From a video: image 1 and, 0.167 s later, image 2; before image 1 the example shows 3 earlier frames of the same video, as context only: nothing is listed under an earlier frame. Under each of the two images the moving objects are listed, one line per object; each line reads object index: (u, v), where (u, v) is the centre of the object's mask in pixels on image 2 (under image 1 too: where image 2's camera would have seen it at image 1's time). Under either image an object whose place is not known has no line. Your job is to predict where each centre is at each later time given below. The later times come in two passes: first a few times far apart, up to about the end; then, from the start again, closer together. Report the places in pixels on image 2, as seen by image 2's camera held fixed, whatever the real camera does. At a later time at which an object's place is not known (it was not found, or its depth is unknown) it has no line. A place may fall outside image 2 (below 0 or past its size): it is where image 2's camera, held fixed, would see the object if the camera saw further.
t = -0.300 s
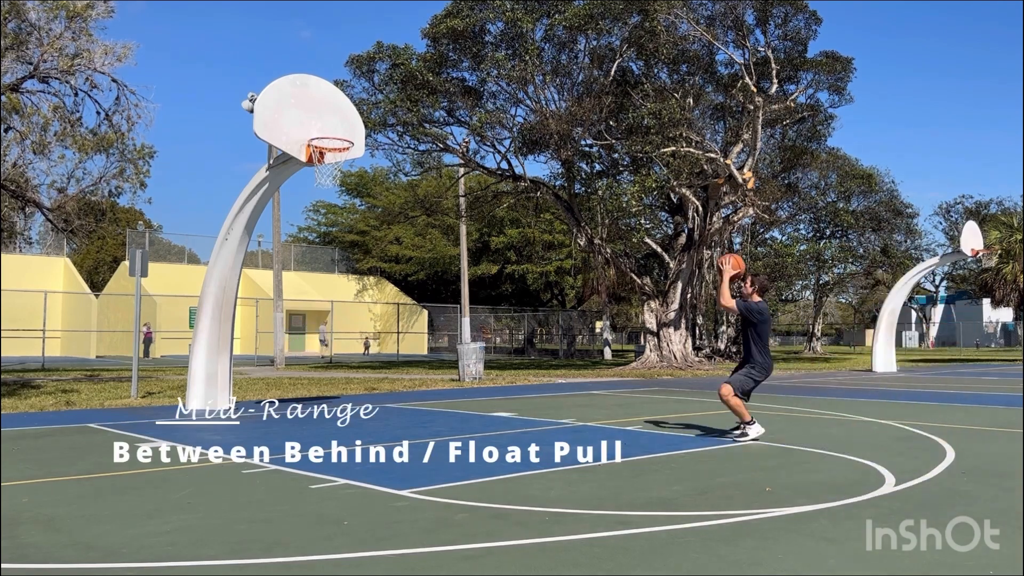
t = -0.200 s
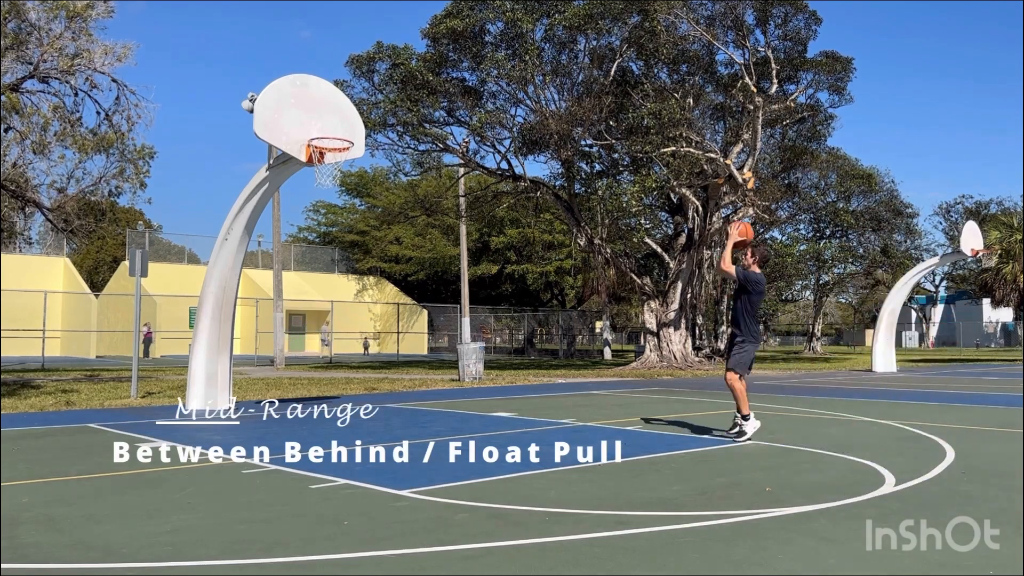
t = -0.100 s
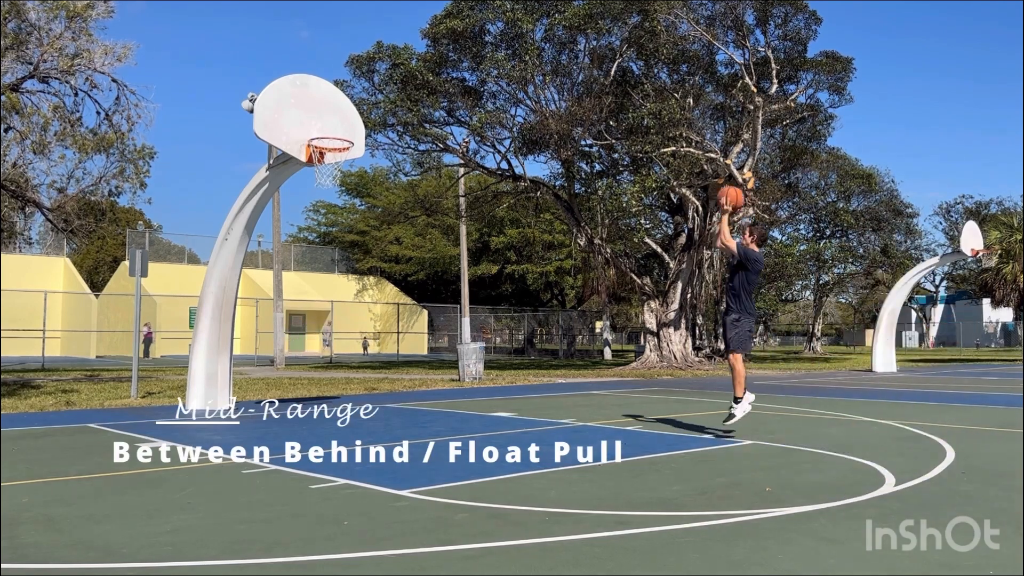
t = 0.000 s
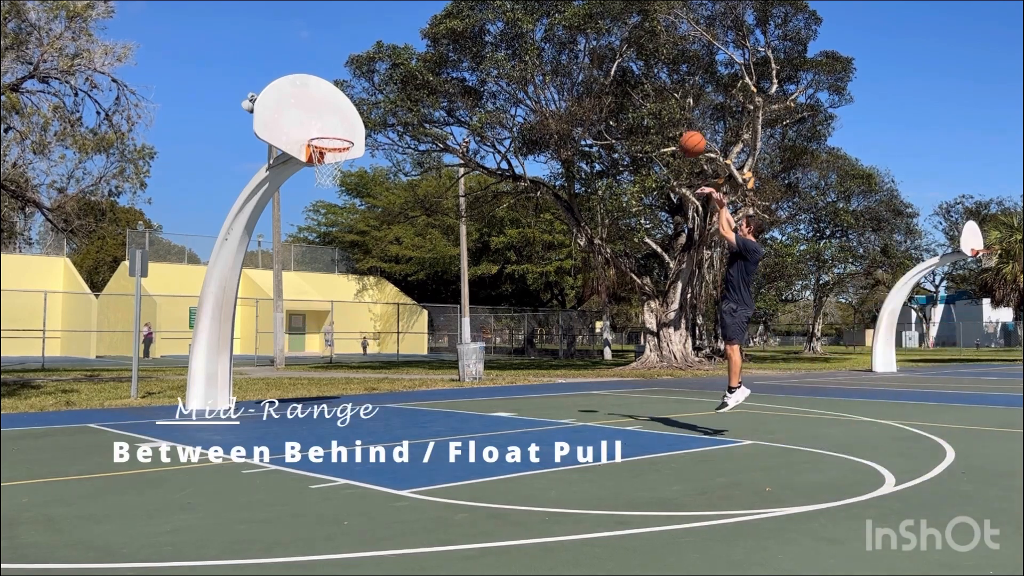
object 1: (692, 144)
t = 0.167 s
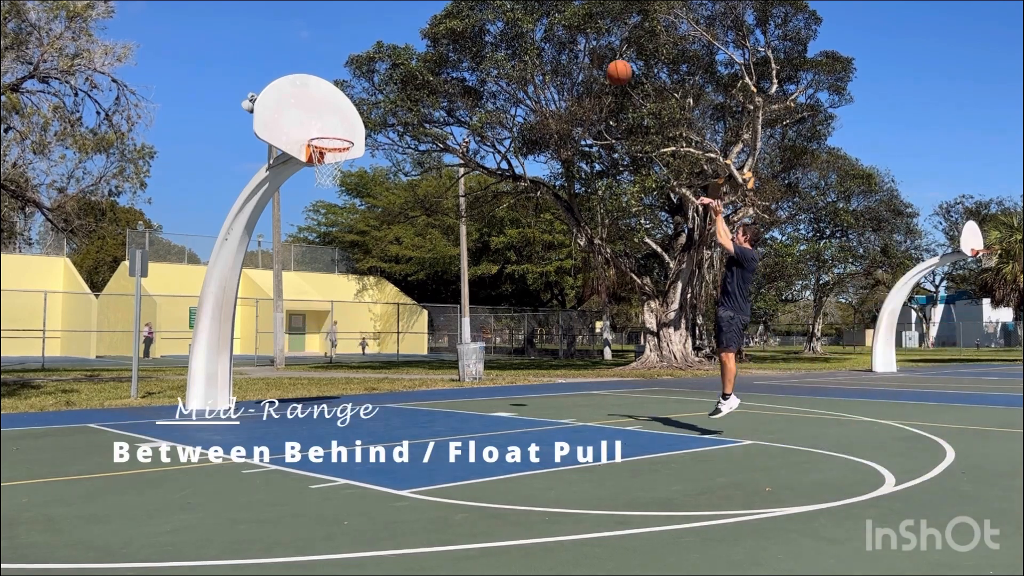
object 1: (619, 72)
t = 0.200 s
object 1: (605, 62)
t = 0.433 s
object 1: (513, 23)
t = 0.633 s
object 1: (440, 33)
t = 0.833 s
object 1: (372, 78)
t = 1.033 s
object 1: (325, 148)
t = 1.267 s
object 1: (352, 169)
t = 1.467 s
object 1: (365, 200)
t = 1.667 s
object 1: (377, 267)
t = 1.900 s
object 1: (390, 391)
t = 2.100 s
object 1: (392, 336)
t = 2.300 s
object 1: (390, 274)
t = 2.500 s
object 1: (388, 249)
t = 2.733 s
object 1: (384, 268)
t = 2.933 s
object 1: (380, 328)
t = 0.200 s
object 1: (605, 62)
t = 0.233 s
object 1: (592, 53)
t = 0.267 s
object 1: (578, 45)
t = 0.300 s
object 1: (565, 38)
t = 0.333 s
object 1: (551, 32)
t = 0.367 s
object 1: (539, 28)
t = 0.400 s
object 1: (526, 25)
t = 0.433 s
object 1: (513, 23)
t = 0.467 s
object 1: (500, 22)
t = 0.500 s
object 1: (488, 22)
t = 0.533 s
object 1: (476, 23)
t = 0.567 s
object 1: (463, 25)
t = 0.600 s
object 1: (452, 28)
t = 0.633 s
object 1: (440, 33)
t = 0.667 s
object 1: (428, 38)
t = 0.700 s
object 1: (417, 44)
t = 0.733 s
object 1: (406, 51)
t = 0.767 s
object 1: (394, 59)
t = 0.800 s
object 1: (383, 68)
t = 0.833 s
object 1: (372, 78)
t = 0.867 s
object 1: (361, 89)
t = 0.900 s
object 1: (350, 101)
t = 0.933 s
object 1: (339, 113)
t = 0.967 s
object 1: (329, 126)
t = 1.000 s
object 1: (321, 140)
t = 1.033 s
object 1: (325, 148)
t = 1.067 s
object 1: (328, 155)
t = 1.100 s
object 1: (335, 164)
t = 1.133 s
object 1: (340, 165)
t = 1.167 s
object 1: (344, 166)
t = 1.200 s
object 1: (347, 166)
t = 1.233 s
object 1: (349, 167)
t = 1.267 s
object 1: (352, 169)
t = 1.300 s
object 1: (354, 171)
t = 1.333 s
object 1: (356, 175)
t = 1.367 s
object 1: (358, 179)
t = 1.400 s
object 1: (360, 186)
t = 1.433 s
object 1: (362, 192)
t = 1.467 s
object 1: (365, 200)
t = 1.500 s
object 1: (367, 209)
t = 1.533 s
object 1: (369, 218)
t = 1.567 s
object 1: (371, 229)
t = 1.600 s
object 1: (373, 240)
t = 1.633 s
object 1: (375, 253)
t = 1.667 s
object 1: (377, 267)
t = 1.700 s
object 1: (379, 282)
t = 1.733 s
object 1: (381, 298)
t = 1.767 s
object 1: (383, 314)
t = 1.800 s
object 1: (385, 332)
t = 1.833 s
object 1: (387, 351)
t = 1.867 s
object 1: (389, 370)
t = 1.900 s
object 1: (390, 391)
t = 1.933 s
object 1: (392, 412)
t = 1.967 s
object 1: (392, 397)
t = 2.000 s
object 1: (392, 380)
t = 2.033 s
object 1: (392, 364)
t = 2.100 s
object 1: (392, 336)
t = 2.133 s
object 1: (391, 323)
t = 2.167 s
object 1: (391, 311)
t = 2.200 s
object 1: (391, 300)
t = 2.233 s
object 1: (391, 290)
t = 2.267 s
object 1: (391, 282)
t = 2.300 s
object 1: (390, 274)
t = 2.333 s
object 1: (390, 267)
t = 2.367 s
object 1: (389, 261)
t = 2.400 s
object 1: (389, 257)
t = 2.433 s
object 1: (389, 253)
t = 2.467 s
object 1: (388, 250)
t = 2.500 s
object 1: (388, 249)
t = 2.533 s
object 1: (388, 249)
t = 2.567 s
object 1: (387, 250)
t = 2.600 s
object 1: (387, 251)
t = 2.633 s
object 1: (386, 253)
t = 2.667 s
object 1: (385, 257)
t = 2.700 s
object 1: (385, 262)
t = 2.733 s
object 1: (384, 268)
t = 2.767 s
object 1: (383, 275)
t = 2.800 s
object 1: (383, 284)
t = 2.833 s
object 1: (382, 293)
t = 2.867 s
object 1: (381, 304)
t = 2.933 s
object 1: (380, 328)
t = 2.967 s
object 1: (379, 341)
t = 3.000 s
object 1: (378, 356)
